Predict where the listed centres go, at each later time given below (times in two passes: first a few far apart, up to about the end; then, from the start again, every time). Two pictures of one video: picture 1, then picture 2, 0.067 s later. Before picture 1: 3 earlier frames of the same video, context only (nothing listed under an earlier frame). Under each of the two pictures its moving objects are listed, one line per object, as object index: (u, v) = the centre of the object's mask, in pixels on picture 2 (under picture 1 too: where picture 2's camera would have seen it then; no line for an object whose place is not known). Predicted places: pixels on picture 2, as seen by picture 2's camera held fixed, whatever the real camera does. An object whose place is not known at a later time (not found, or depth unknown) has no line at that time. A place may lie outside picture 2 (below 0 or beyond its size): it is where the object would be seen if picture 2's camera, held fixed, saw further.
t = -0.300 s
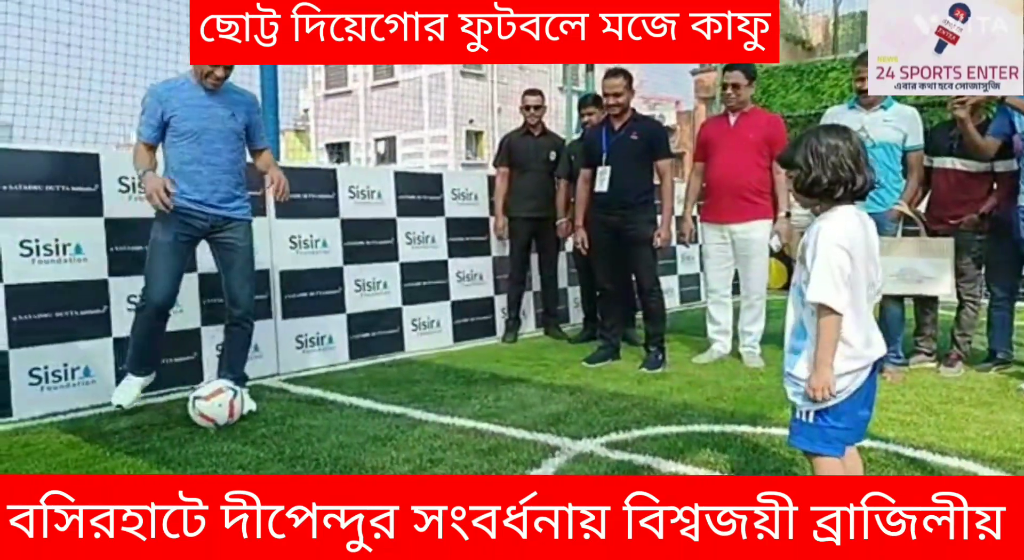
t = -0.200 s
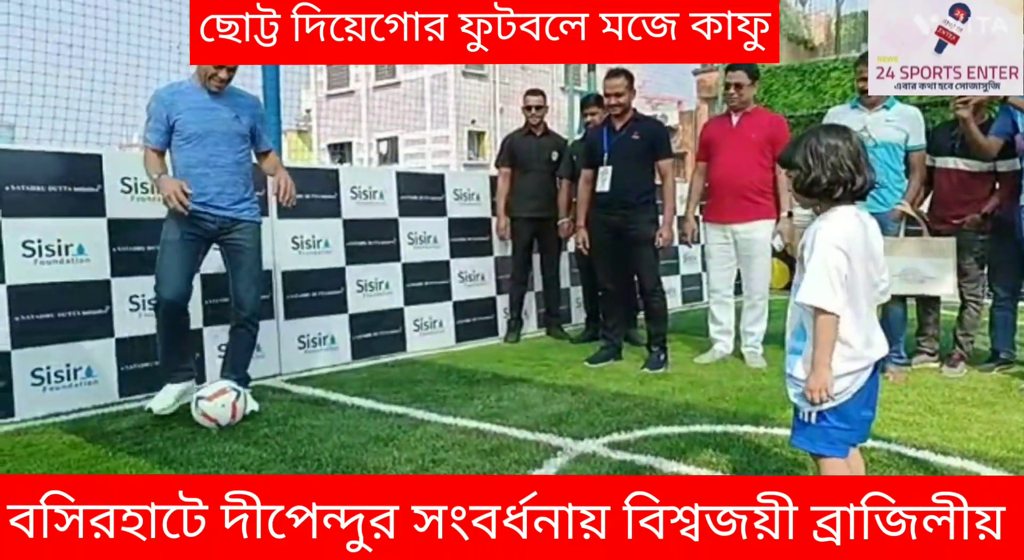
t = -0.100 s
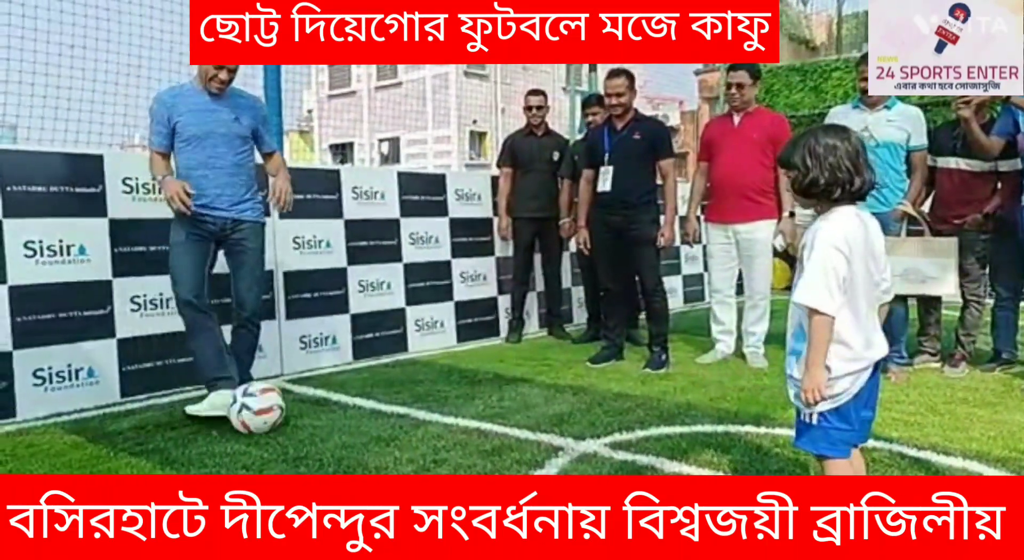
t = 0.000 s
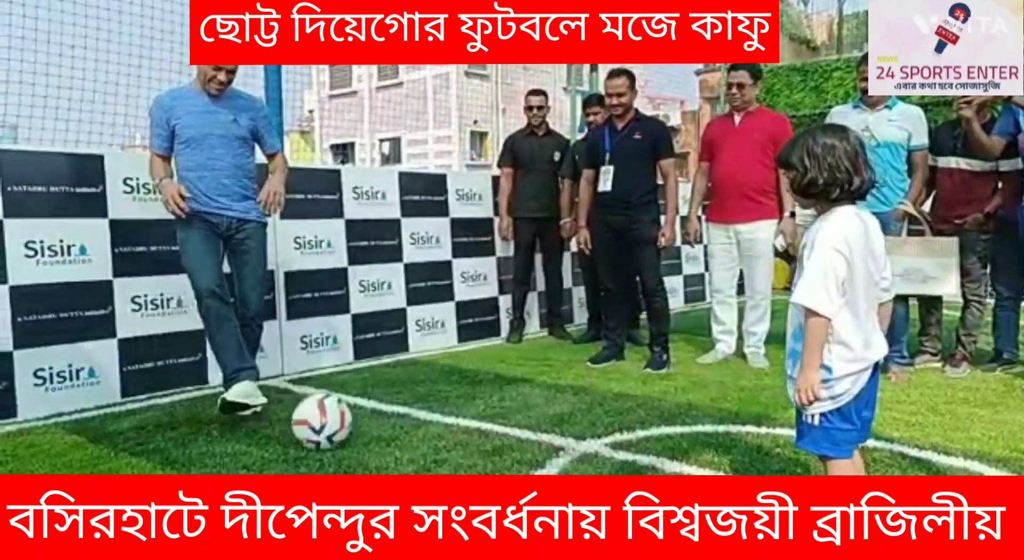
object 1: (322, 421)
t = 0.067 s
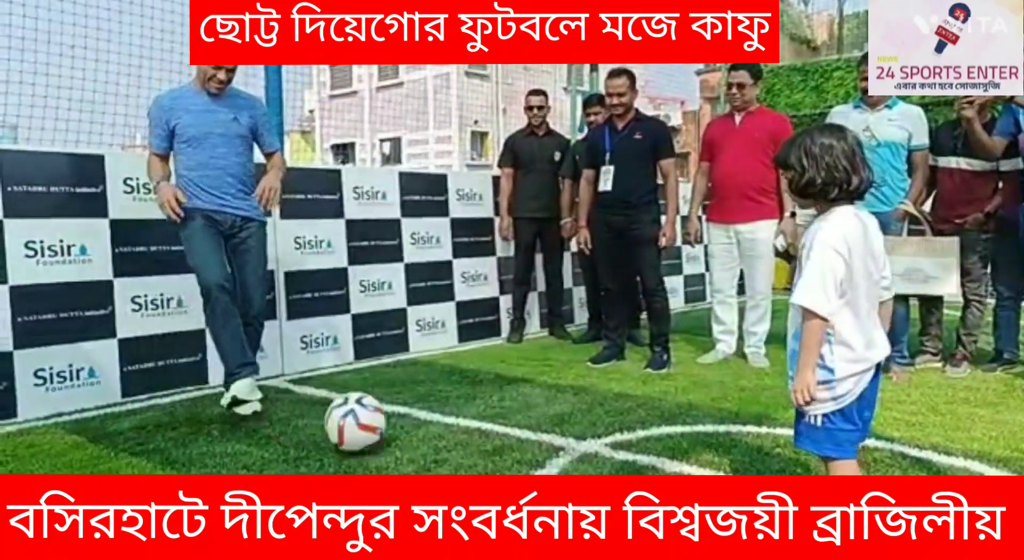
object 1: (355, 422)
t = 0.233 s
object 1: (451, 444)
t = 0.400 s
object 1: (558, 454)
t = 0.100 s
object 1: (372, 427)
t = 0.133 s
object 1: (390, 433)
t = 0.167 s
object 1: (408, 439)
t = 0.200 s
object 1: (429, 441)
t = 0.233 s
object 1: (451, 444)
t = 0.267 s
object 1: (473, 448)
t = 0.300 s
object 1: (493, 448)
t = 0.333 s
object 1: (514, 449)
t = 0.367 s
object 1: (535, 450)
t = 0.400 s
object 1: (558, 454)
